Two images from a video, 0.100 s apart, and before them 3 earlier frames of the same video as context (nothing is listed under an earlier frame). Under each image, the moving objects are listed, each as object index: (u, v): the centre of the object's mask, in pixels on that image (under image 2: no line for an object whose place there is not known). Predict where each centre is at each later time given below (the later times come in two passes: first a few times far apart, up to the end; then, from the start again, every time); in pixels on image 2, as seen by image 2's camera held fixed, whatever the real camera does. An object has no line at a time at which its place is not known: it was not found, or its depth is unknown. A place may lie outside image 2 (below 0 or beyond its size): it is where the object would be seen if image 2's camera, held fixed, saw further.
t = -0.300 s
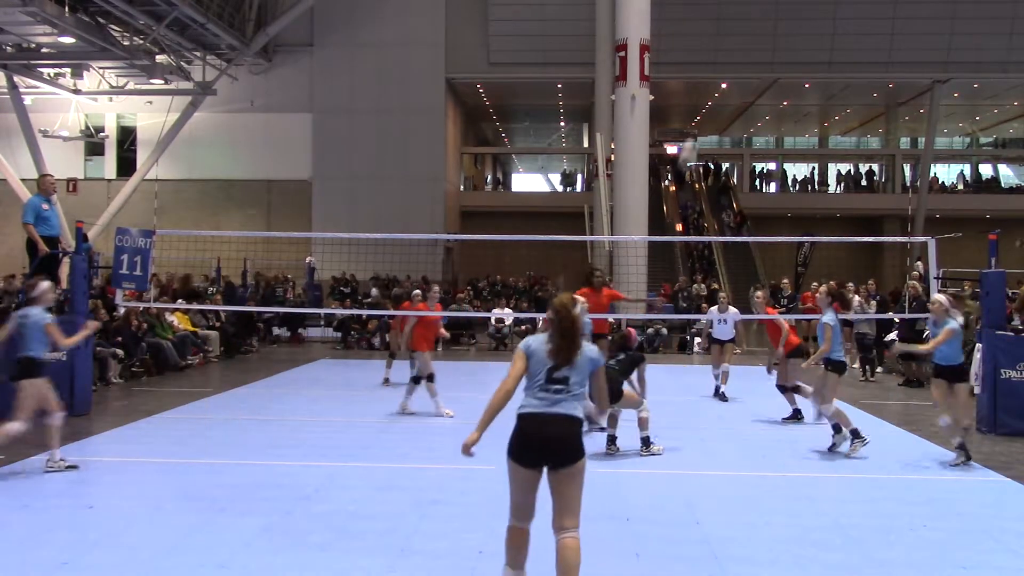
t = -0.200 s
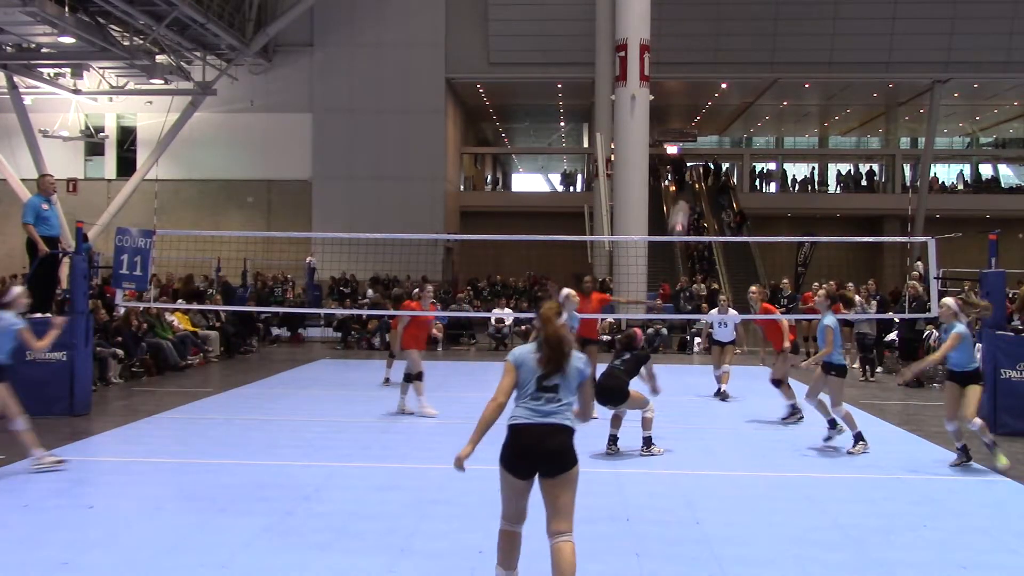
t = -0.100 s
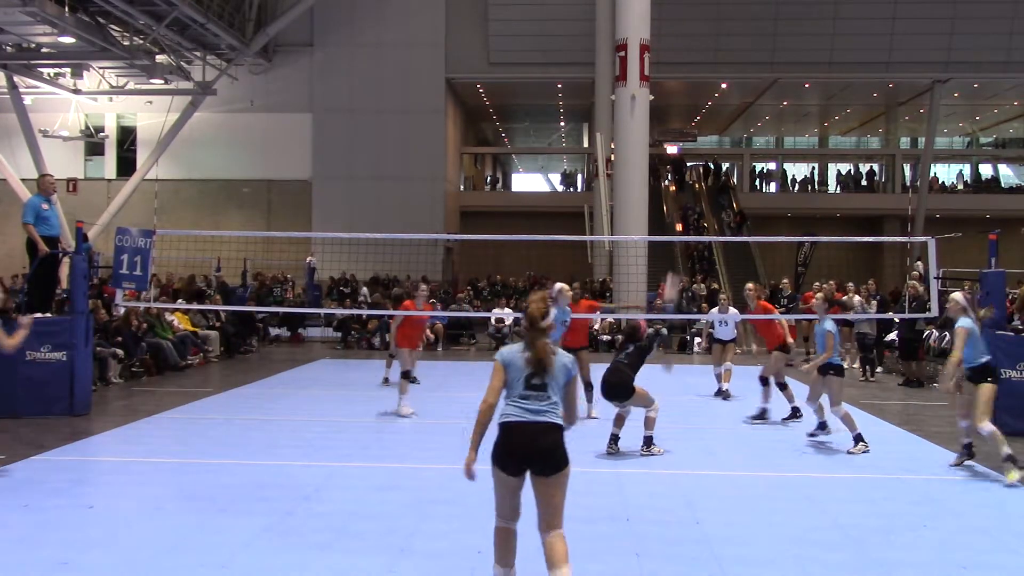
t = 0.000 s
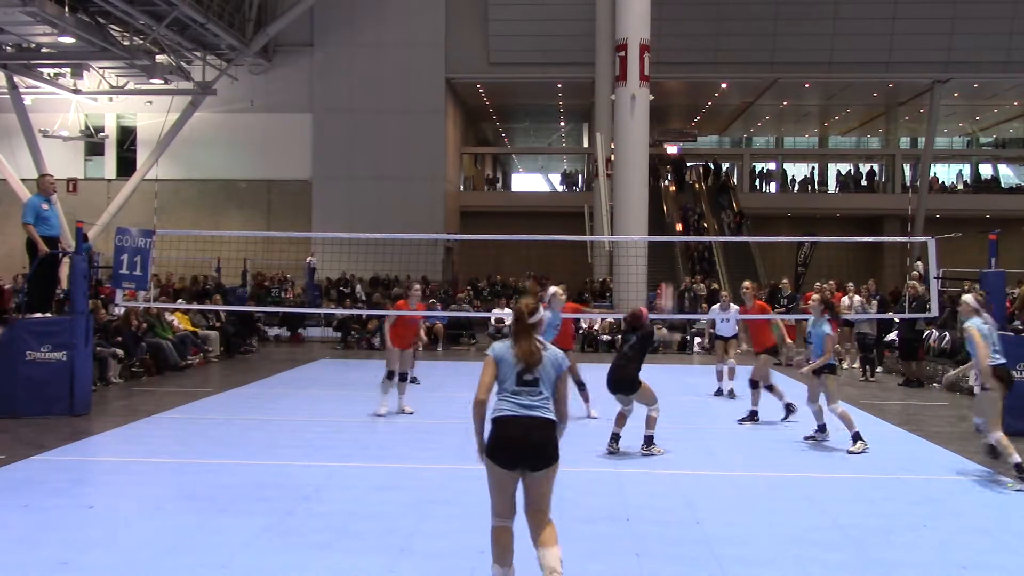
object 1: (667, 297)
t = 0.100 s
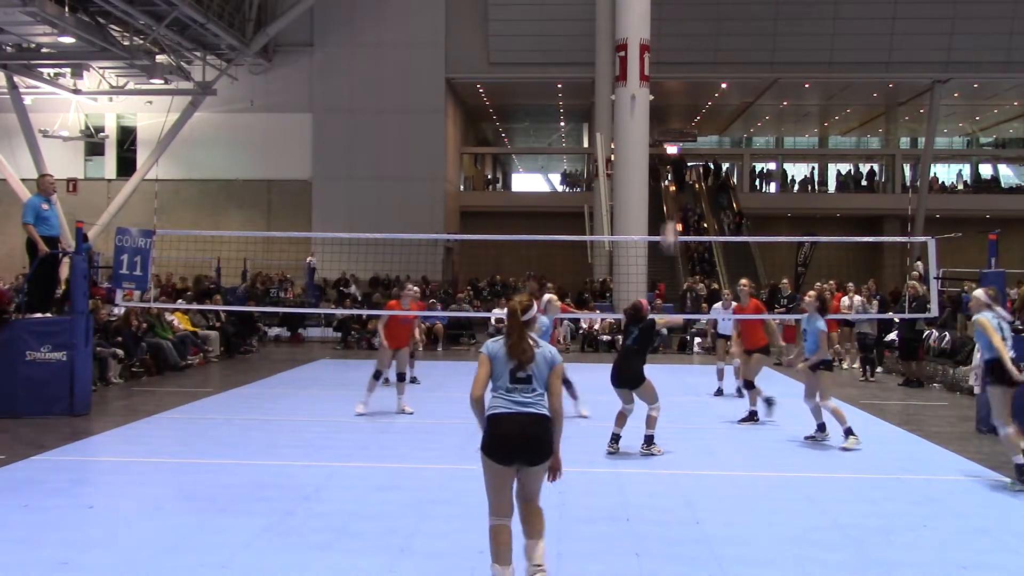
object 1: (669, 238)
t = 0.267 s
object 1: (675, 152)
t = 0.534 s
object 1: (681, 73)
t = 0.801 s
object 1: (684, 63)
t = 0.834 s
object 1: (685, 65)
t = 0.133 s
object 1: (671, 218)
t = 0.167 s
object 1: (672, 201)
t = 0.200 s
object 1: (673, 183)
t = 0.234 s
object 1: (674, 167)
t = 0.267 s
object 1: (675, 152)
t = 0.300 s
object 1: (675, 136)
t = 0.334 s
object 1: (676, 126)
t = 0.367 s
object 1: (677, 114)
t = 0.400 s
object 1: (678, 104)
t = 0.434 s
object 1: (679, 95)
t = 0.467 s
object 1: (680, 87)
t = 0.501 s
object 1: (681, 79)
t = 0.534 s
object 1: (681, 73)
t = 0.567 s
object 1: (682, 69)
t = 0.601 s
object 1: (682, 65)
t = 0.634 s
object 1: (682, 62)
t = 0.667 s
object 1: (683, 60)
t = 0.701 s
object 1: (683, 60)
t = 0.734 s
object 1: (683, 60)
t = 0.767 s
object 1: (684, 61)
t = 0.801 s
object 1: (684, 63)
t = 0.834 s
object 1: (685, 65)
